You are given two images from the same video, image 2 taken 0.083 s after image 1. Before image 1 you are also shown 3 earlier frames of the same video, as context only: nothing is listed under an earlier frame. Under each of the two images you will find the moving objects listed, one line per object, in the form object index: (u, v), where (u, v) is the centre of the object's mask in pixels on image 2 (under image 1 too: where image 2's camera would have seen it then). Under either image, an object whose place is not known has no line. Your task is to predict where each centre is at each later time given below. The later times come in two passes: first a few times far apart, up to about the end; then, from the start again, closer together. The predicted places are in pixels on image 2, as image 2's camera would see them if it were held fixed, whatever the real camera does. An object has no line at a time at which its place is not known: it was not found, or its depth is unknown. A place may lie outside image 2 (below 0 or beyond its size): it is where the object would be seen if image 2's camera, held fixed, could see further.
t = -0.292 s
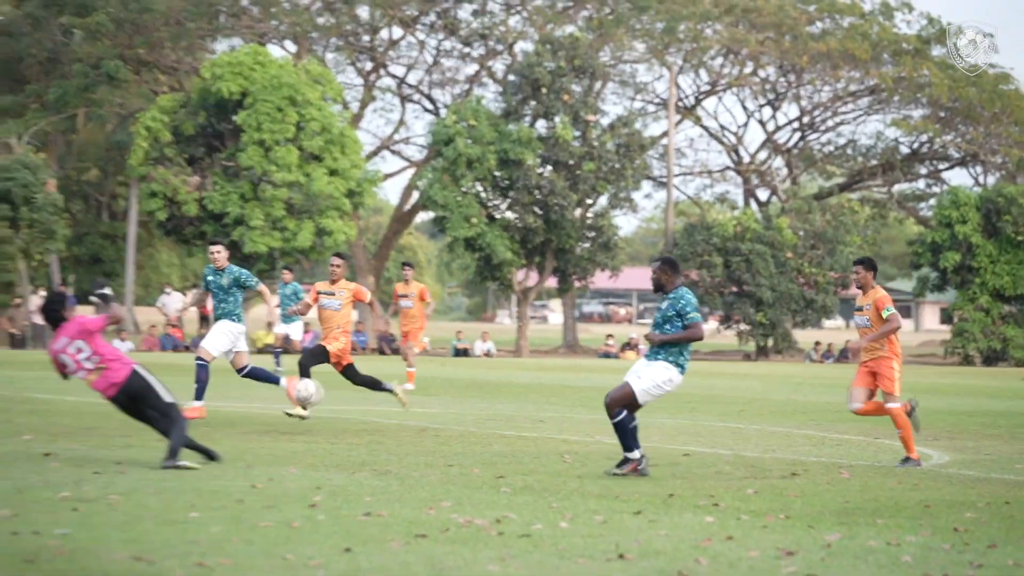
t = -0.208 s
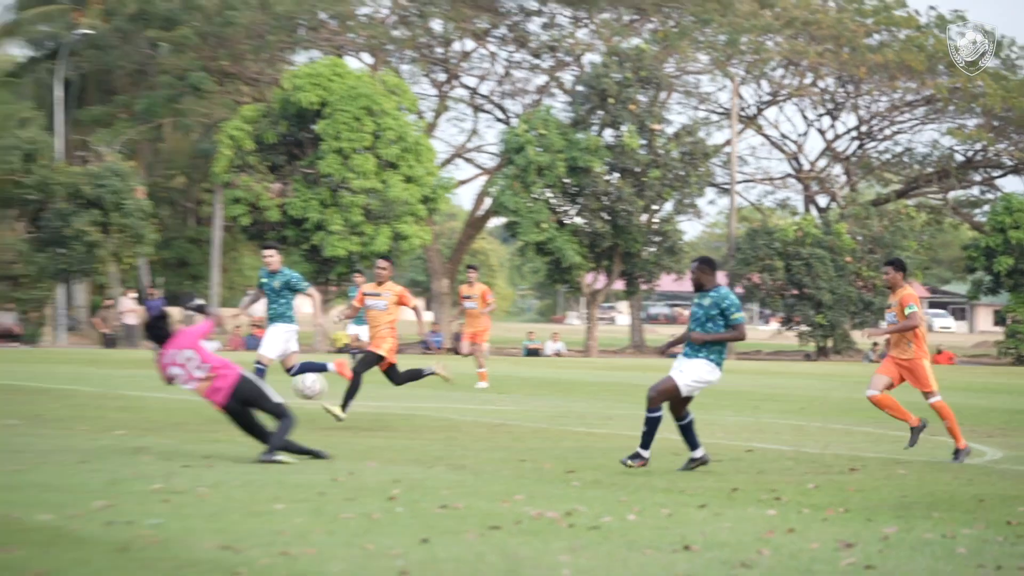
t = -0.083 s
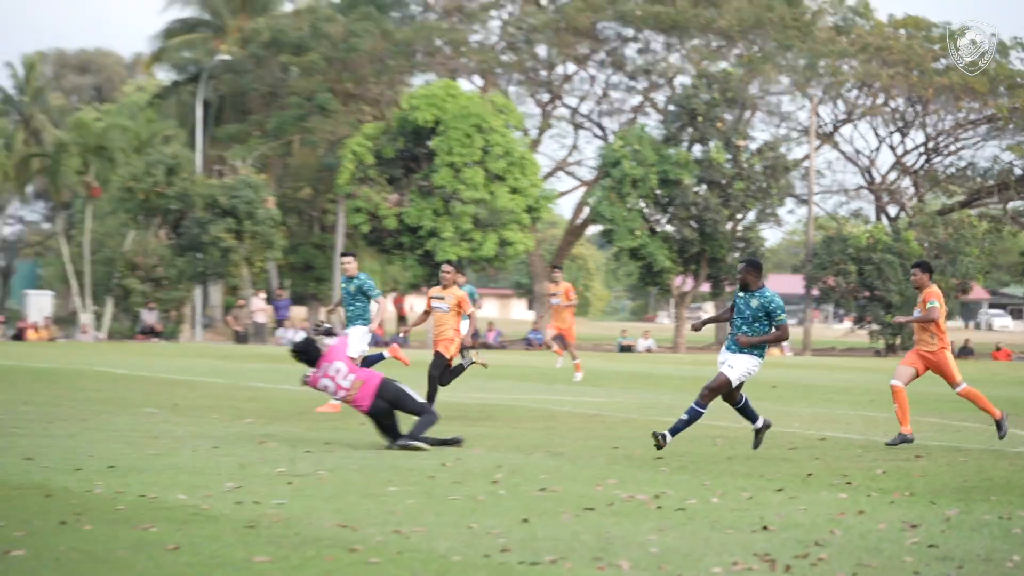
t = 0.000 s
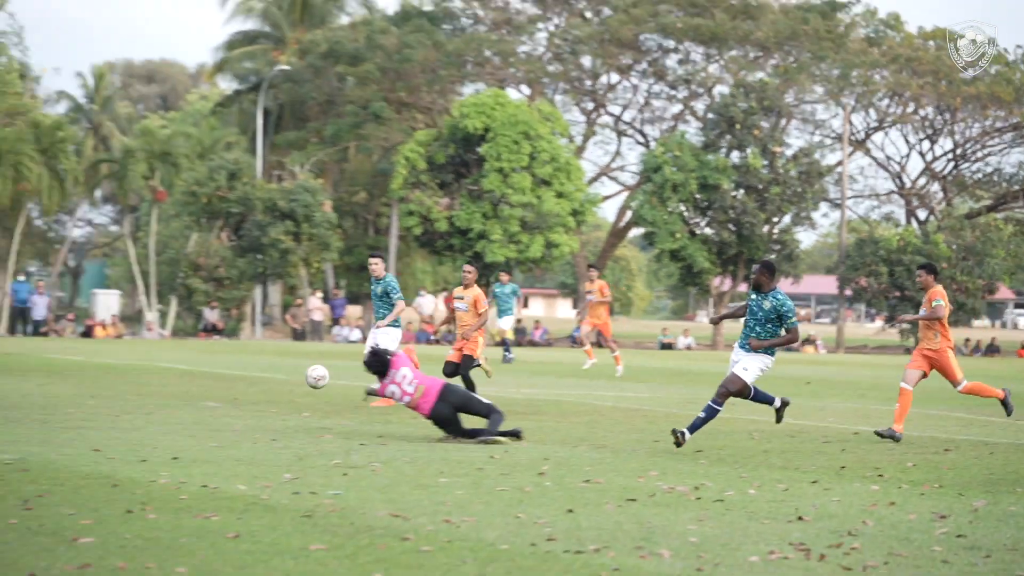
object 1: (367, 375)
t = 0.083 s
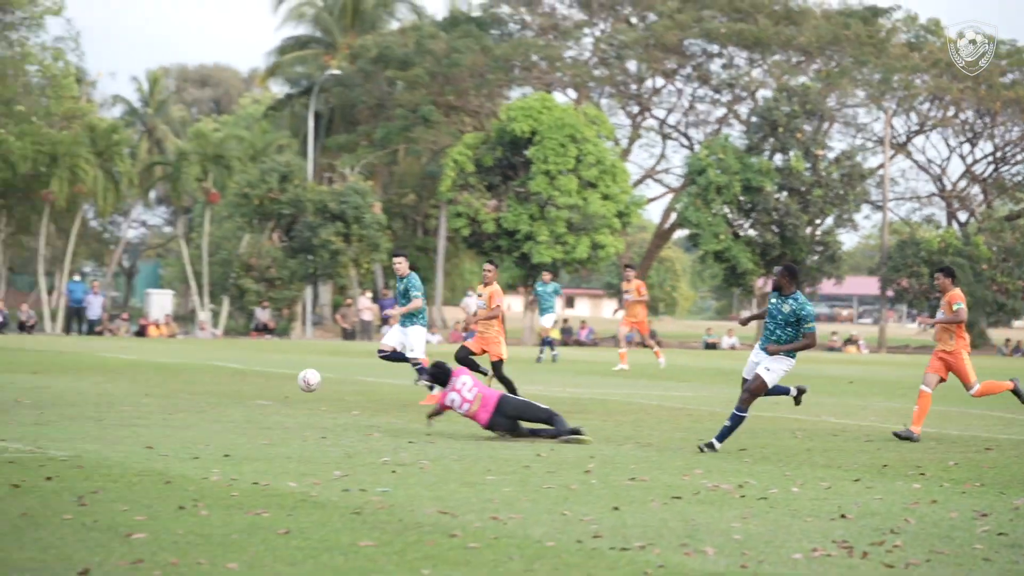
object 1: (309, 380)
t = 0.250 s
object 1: (194, 398)
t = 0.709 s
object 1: (-110, 378)
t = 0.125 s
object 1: (280, 383)
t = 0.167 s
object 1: (251, 387)
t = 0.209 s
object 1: (223, 392)
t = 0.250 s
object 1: (194, 398)
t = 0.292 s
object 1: (165, 403)
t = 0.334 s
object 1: (137, 409)
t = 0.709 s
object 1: (-110, 378)
